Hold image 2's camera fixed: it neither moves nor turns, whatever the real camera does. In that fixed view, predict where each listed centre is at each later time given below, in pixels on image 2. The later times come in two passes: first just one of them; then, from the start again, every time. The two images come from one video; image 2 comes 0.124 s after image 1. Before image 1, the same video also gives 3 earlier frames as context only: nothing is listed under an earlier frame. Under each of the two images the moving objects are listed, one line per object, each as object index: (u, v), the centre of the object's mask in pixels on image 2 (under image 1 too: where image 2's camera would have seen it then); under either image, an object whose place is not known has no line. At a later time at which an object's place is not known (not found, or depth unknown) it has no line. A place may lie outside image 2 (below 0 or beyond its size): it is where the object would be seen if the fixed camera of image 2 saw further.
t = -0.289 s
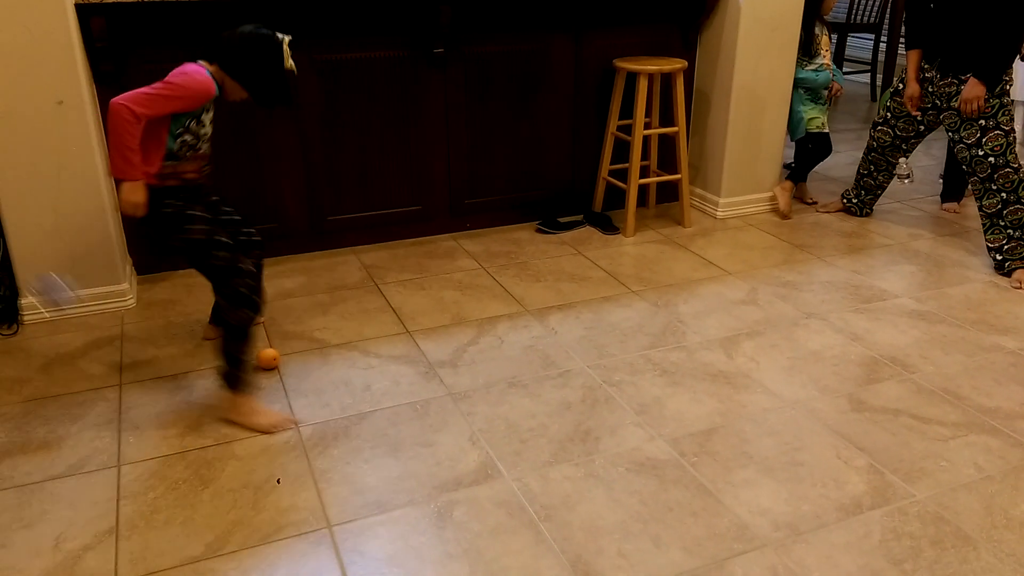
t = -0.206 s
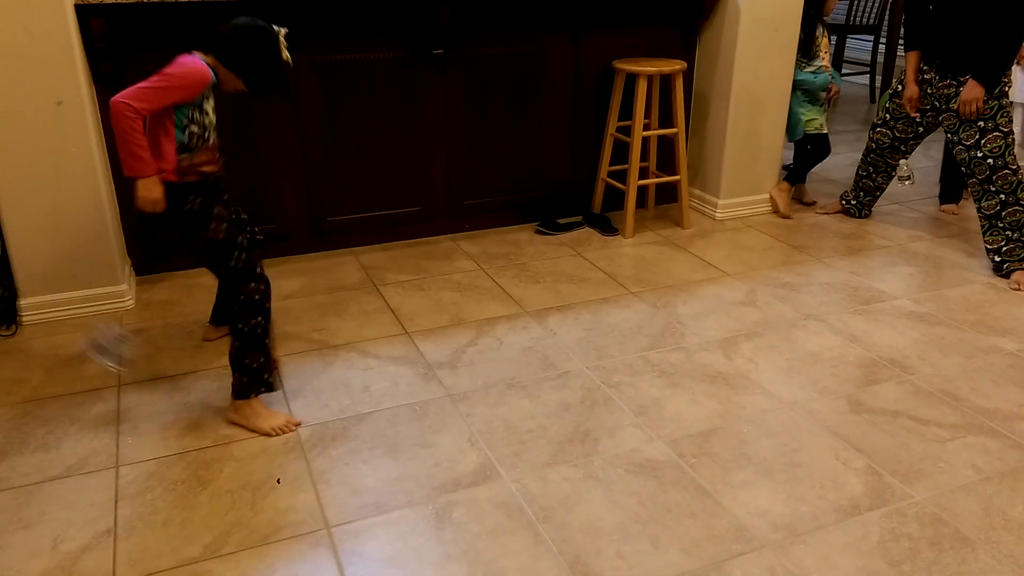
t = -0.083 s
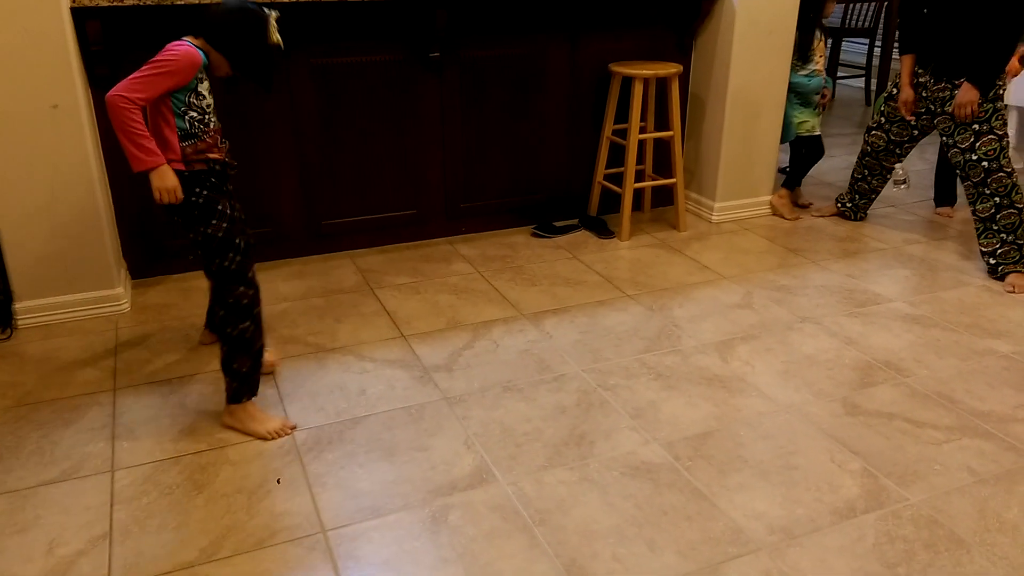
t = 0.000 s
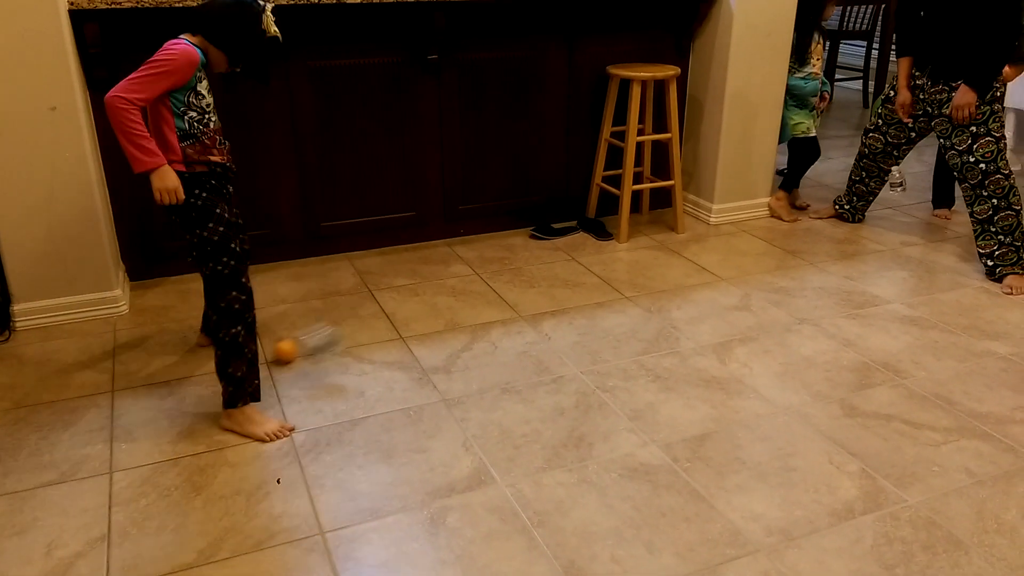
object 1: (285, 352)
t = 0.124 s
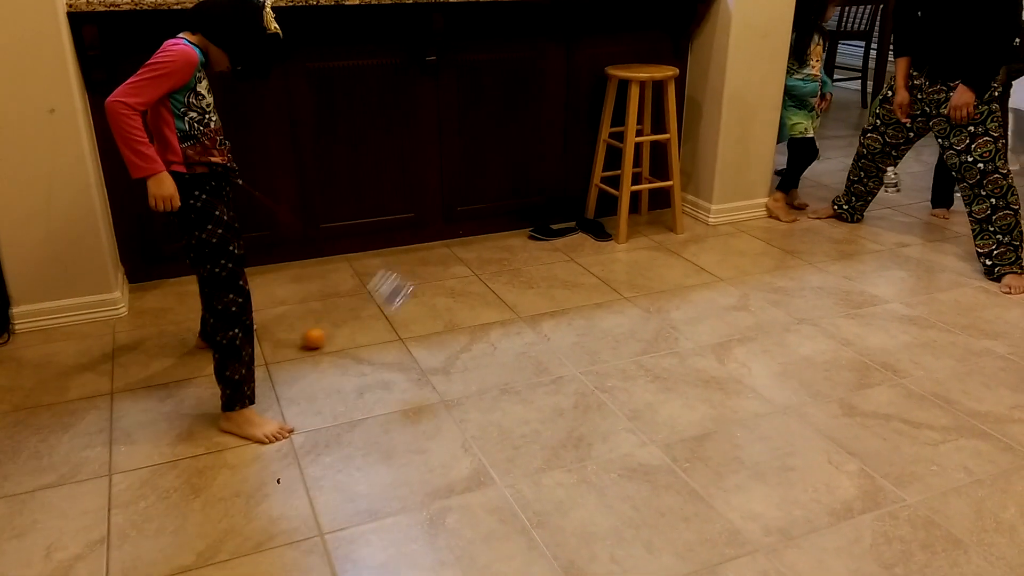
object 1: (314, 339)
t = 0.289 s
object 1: (345, 321)
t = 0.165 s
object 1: (323, 334)
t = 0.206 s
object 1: (330, 329)
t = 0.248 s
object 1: (338, 326)
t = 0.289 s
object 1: (345, 321)
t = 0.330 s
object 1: (352, 317)
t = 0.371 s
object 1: (358, 314)
